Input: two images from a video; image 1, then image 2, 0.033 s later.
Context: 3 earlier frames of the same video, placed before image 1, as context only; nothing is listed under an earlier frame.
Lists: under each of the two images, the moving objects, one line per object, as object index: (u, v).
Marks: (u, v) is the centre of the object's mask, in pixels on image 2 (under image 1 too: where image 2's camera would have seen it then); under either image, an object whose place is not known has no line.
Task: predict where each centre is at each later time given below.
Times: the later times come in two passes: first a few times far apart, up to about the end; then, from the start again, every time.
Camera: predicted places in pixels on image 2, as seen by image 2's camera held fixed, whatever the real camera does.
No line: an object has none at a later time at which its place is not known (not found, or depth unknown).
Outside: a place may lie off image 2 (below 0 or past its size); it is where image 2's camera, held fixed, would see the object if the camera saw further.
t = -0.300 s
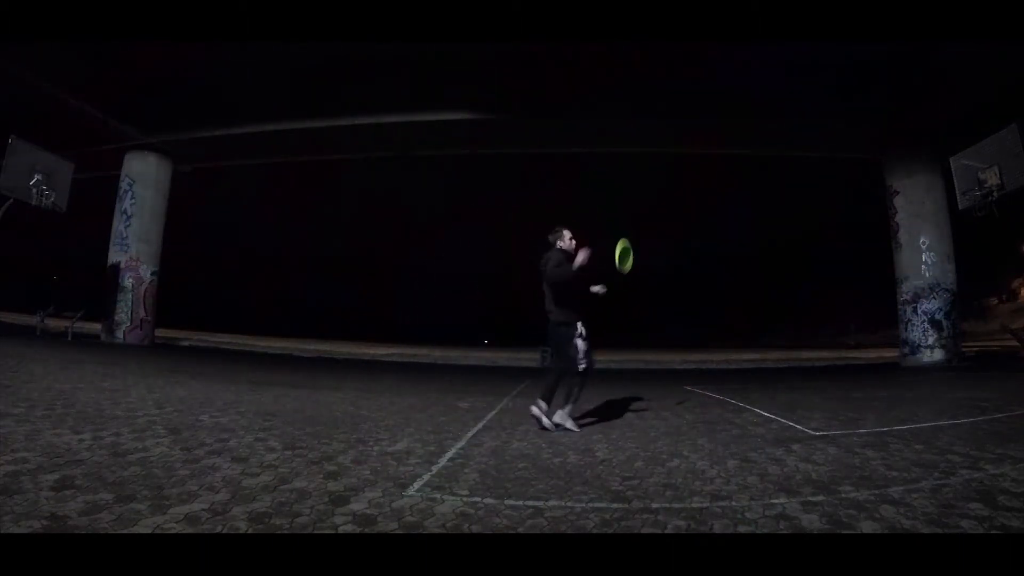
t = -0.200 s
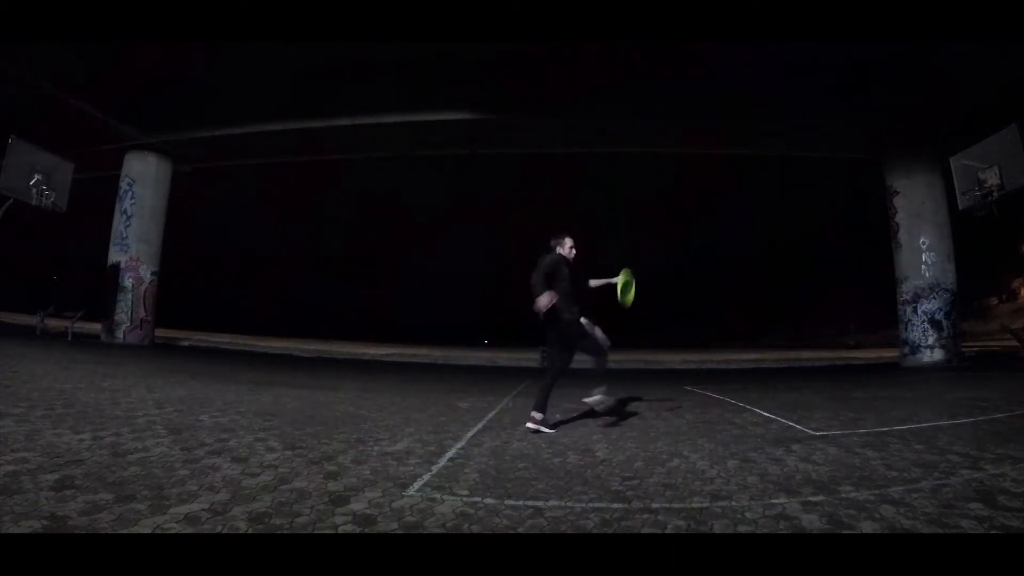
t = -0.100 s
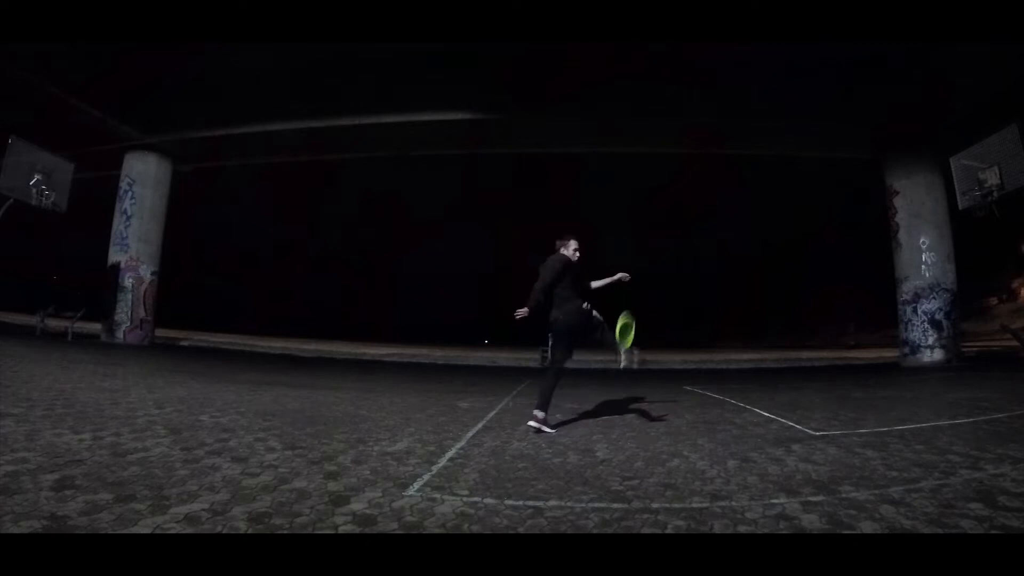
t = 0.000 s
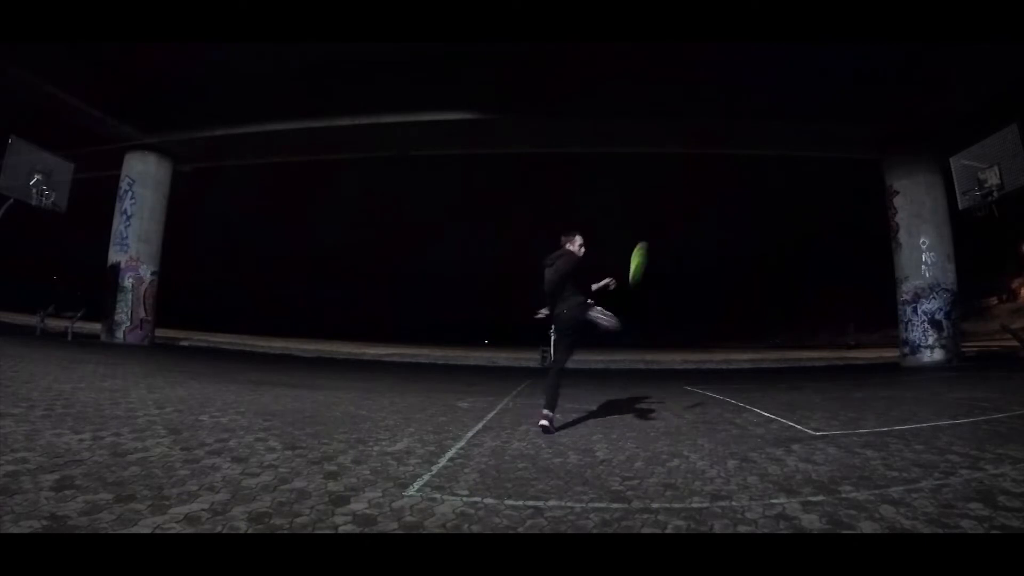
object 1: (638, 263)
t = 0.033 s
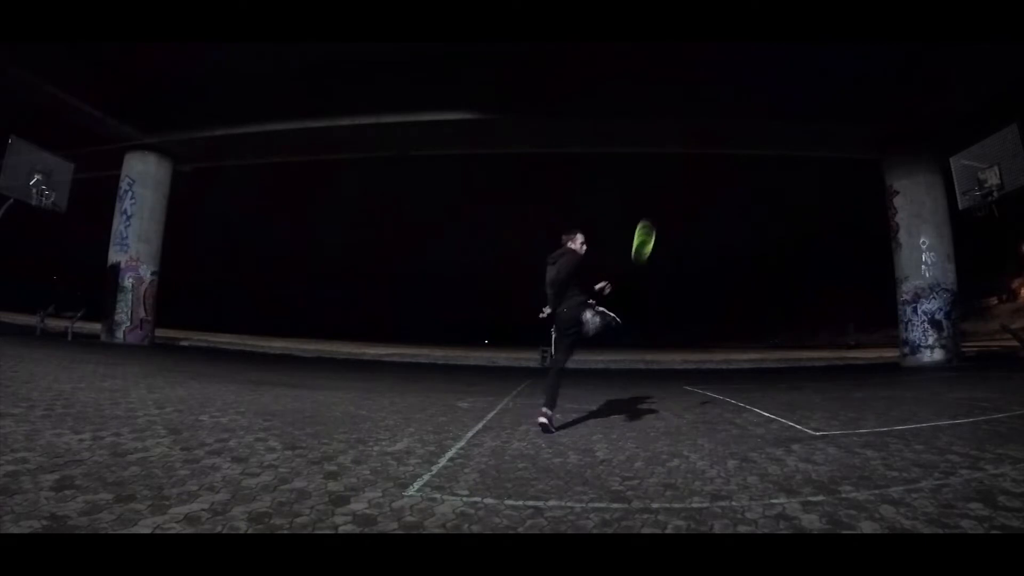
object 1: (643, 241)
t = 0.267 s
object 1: (674, 126)
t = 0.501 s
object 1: (699, 73)
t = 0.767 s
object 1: (731, 74)
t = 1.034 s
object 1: (762, 145)
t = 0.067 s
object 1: (647, 223)
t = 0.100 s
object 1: (652, 204)
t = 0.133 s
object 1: (657, 184)
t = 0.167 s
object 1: (662, 166)
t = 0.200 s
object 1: (665, 154)
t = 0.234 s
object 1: (669, 140)
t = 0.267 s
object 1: (674, 126)
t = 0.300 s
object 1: (678, 114)
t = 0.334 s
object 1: (681, 106)
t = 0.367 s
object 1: (684, 98)
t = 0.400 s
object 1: (689, 89)
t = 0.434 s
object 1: (693, 82)
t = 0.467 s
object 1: (696, 78)
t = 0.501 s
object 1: (699, 73)
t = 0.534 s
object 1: (703, 69)
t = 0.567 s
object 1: (707, 67)
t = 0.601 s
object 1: (711, 66)
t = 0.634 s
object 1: (714, 66)
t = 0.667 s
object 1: (719, 66)
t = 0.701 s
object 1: (723, 68)
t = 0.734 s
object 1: (727, 71)
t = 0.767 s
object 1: (731, 74)
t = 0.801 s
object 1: (735, 79)
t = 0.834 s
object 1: (740, 85)
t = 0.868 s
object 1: (744, 93)
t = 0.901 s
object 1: (747, 100)
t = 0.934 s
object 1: (751, 109)
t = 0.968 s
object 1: (755, 120)
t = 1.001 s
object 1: (759, 133)
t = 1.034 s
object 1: (762, 145)
